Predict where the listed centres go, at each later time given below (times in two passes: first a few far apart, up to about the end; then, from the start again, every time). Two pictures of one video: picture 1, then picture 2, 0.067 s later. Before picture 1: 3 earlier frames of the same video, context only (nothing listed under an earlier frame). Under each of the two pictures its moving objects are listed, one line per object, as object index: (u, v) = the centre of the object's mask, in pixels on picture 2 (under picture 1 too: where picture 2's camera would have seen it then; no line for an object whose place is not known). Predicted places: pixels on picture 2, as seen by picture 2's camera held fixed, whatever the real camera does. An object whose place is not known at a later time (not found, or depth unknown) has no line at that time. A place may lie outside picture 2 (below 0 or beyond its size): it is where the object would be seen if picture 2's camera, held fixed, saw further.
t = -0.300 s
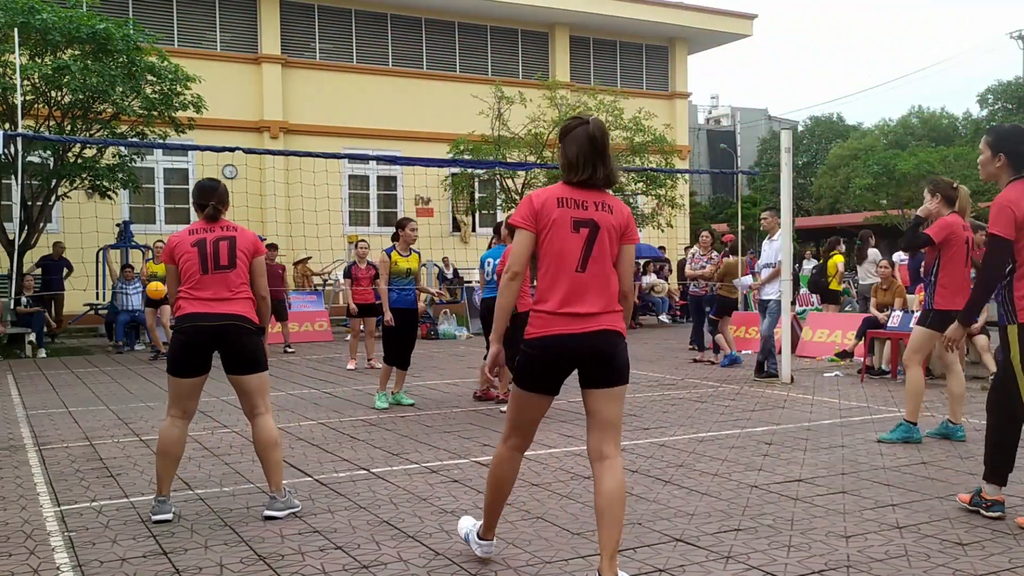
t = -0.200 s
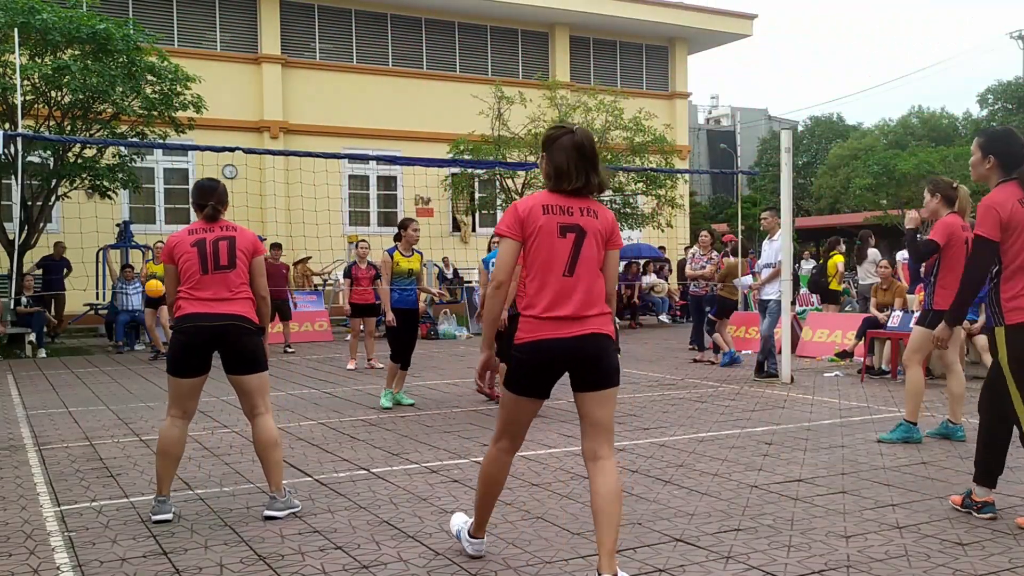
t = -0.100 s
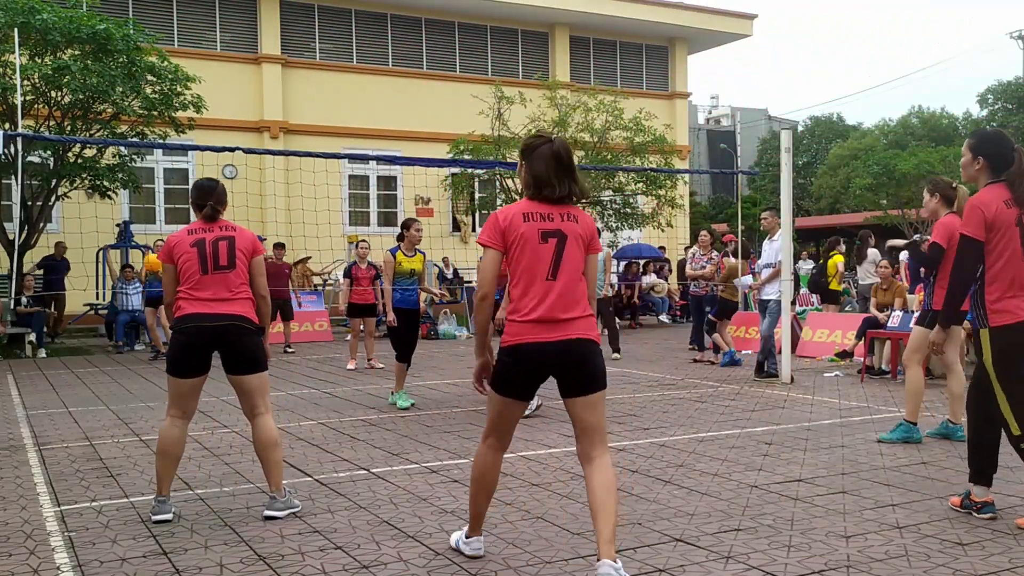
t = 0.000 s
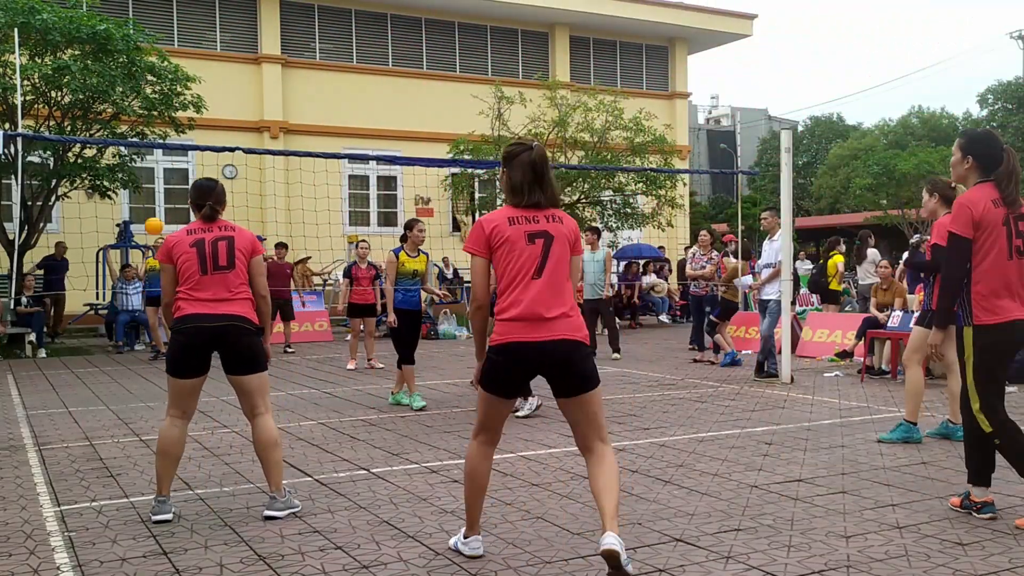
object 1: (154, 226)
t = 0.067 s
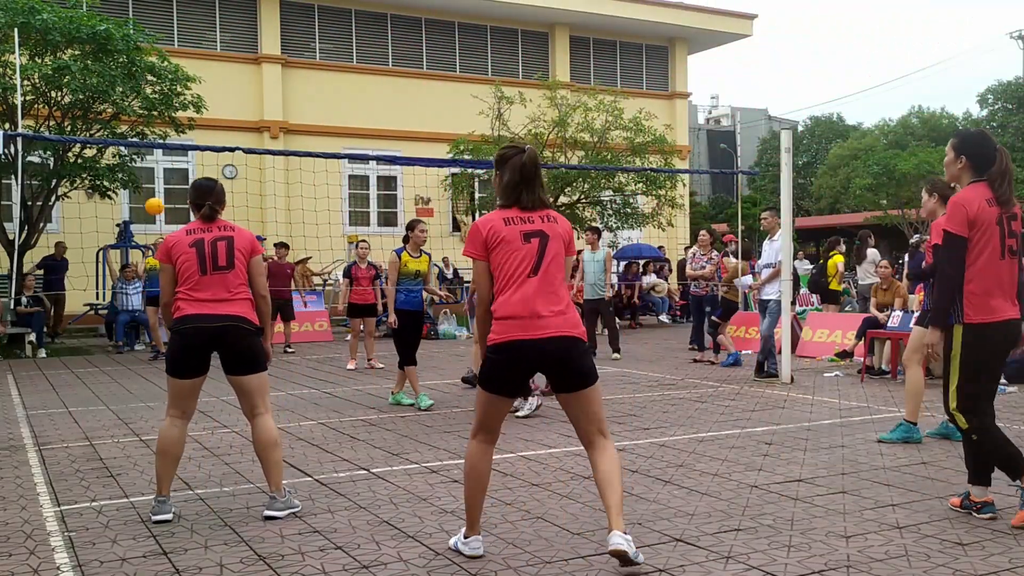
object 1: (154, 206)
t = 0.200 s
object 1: (156, 178)
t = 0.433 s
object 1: (160, 159)
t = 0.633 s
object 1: (163, 176)
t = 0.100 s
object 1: (155, 198)
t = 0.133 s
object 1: (155, 190)
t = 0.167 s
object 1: (156, 184)
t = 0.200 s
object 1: (156, 178)
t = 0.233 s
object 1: (157, 173)
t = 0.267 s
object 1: (157, 169)
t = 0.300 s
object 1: (158, 165)
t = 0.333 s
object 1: (158, 162)
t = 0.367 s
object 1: (159, 161)
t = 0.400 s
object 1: (159, 160)
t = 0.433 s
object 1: (160, 159)
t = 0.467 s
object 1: (160, 160)
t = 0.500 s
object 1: (161, 162)
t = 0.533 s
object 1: (161, 164)
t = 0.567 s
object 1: (162, 167)
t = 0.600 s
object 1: (162, 171)
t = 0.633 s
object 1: (163, 176)
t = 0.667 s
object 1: (163, 181)
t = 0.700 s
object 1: (164, 187)
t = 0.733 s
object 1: (165, 195)
